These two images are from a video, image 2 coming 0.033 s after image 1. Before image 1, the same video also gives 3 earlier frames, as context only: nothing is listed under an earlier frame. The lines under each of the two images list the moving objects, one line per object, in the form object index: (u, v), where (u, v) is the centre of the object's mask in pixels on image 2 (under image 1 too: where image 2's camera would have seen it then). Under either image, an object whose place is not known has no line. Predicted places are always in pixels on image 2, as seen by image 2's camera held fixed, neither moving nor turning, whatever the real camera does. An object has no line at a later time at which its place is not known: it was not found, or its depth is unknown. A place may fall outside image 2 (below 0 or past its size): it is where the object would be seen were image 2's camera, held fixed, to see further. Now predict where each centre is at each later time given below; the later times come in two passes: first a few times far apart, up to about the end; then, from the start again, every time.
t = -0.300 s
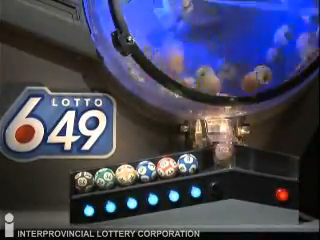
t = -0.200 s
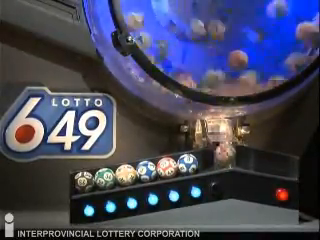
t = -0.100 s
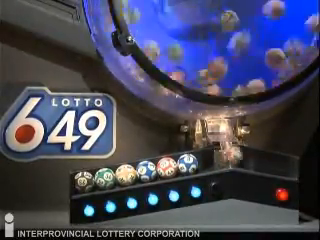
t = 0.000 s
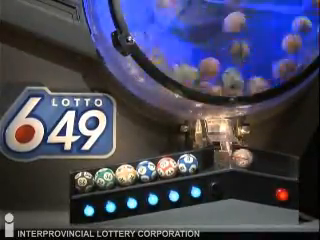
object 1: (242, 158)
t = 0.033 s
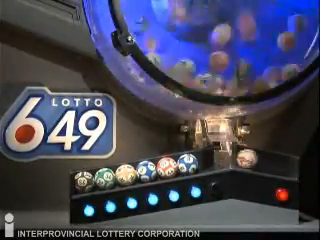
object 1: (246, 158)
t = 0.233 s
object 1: (263, 162)
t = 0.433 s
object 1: (276, 165)
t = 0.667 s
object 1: (273, 164)
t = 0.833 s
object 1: (279, 166)
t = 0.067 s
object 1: (250, 159)
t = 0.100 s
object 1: (253, 160)
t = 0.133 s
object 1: (255, 161)
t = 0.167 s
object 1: (257, 161)
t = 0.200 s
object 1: (260, 162)
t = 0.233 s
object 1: (263, 162)
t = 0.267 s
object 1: (266, 163)
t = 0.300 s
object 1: (270, 164)
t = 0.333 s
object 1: (275, 165)
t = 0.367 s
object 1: (279, 165)
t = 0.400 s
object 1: (279, 165)
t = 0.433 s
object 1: (276, 165)
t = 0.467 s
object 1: (274, 164)
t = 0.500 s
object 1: (273, 164)
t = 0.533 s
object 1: (271, 164)
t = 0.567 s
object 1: (271, 164)
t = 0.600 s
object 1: (271, 164)
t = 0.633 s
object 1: (272, 164)
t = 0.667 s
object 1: (273, 164)
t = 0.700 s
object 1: (274, 165)
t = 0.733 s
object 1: (277, 165)
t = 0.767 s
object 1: (279, 166)
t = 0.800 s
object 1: (281, 166)
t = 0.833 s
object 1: (279, 166)
